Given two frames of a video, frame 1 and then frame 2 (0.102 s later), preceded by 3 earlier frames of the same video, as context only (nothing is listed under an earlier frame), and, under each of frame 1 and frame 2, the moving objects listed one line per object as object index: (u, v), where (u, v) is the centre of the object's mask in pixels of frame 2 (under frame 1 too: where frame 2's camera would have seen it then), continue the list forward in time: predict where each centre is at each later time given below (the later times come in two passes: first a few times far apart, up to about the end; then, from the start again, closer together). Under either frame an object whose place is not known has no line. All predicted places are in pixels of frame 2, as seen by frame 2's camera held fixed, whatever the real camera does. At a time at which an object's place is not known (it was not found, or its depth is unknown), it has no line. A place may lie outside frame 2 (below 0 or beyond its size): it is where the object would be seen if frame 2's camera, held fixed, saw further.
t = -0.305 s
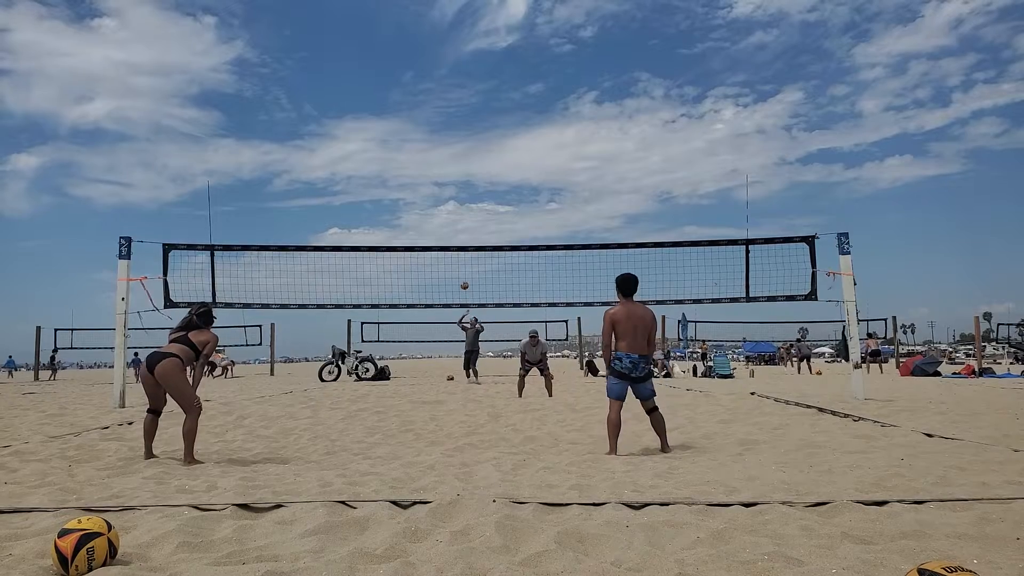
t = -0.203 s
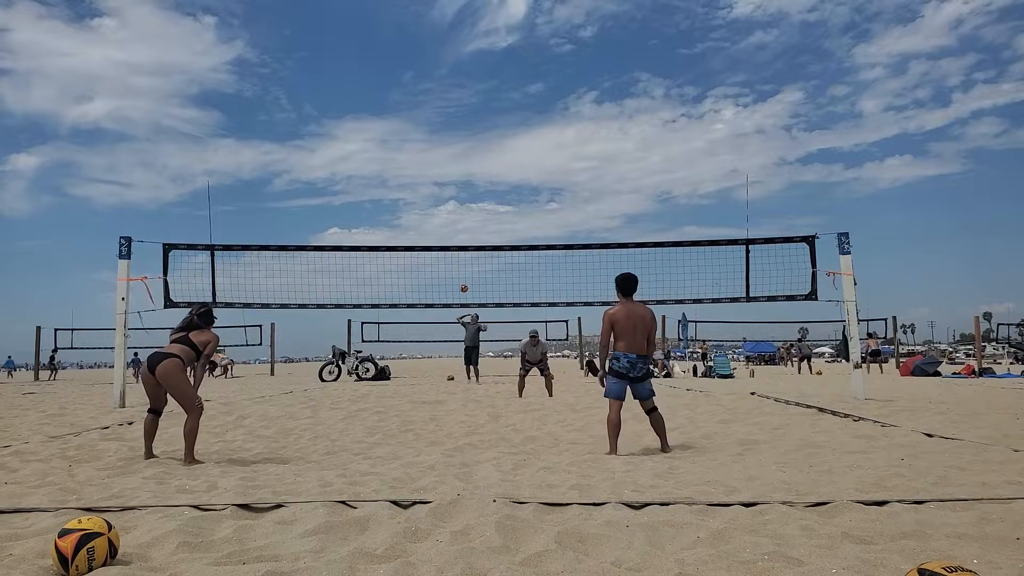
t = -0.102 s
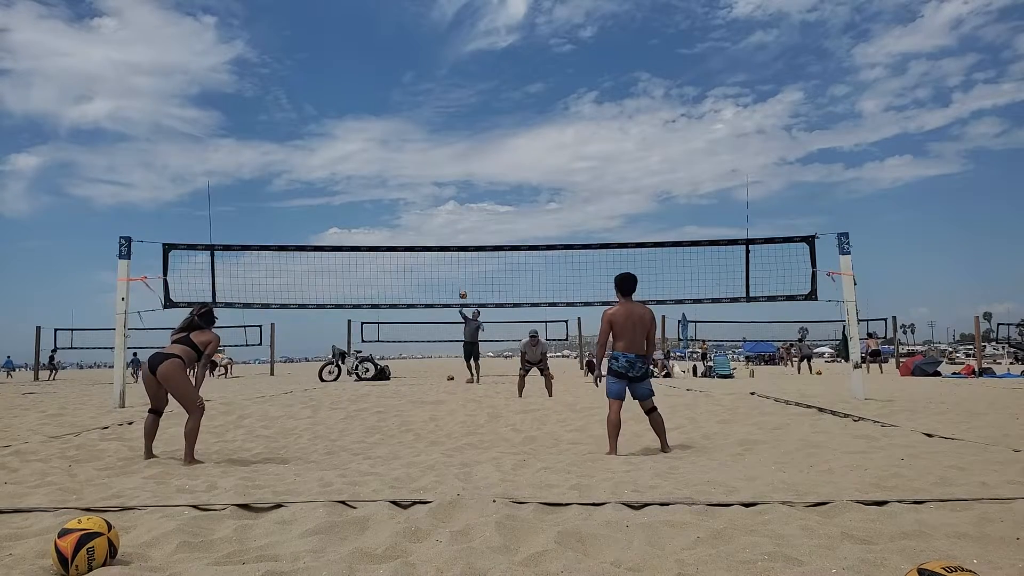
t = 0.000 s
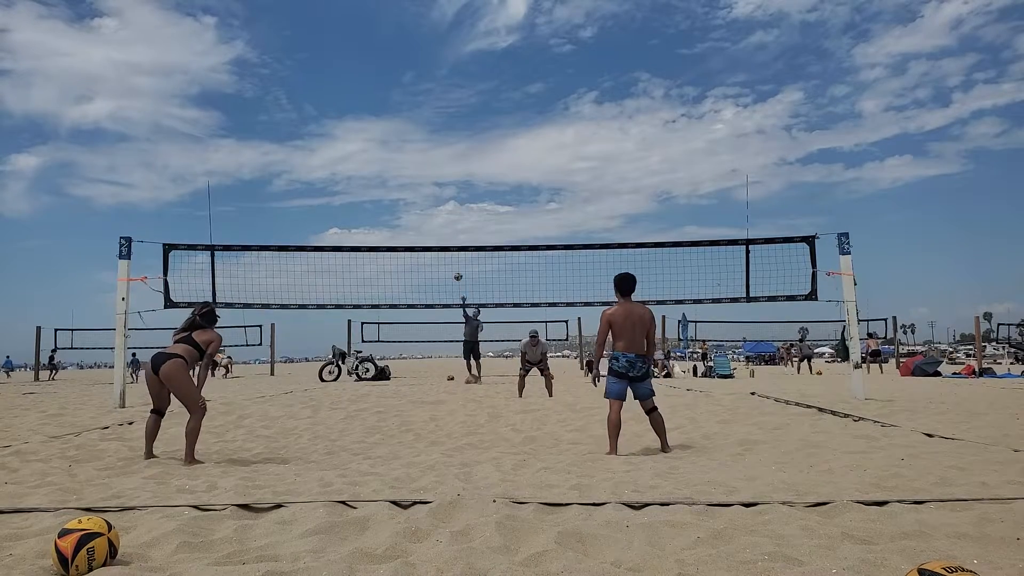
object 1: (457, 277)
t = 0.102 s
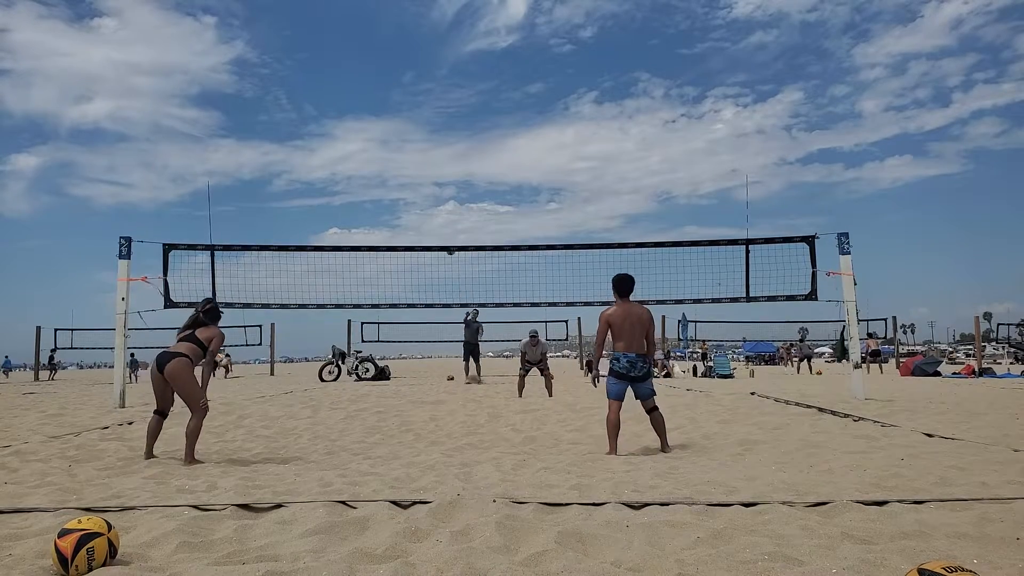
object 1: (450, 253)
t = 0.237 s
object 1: (439, 220)
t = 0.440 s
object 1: (418, 188)
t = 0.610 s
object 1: (394, 176)
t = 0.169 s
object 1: (445, 235)
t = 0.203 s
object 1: (442, 227)
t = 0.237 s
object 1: (439, 220)
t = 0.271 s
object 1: (436, 214)
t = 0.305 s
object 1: (433, 208)
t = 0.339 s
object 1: (429, 202)
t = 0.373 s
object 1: (426, 197)
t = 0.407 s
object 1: (422, 192)
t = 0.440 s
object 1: (418, 188)
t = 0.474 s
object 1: (414, 184)
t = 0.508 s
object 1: (409, 181)
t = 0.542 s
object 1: (404, 179)
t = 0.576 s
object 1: (399, 177)
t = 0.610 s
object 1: (394, 176)
